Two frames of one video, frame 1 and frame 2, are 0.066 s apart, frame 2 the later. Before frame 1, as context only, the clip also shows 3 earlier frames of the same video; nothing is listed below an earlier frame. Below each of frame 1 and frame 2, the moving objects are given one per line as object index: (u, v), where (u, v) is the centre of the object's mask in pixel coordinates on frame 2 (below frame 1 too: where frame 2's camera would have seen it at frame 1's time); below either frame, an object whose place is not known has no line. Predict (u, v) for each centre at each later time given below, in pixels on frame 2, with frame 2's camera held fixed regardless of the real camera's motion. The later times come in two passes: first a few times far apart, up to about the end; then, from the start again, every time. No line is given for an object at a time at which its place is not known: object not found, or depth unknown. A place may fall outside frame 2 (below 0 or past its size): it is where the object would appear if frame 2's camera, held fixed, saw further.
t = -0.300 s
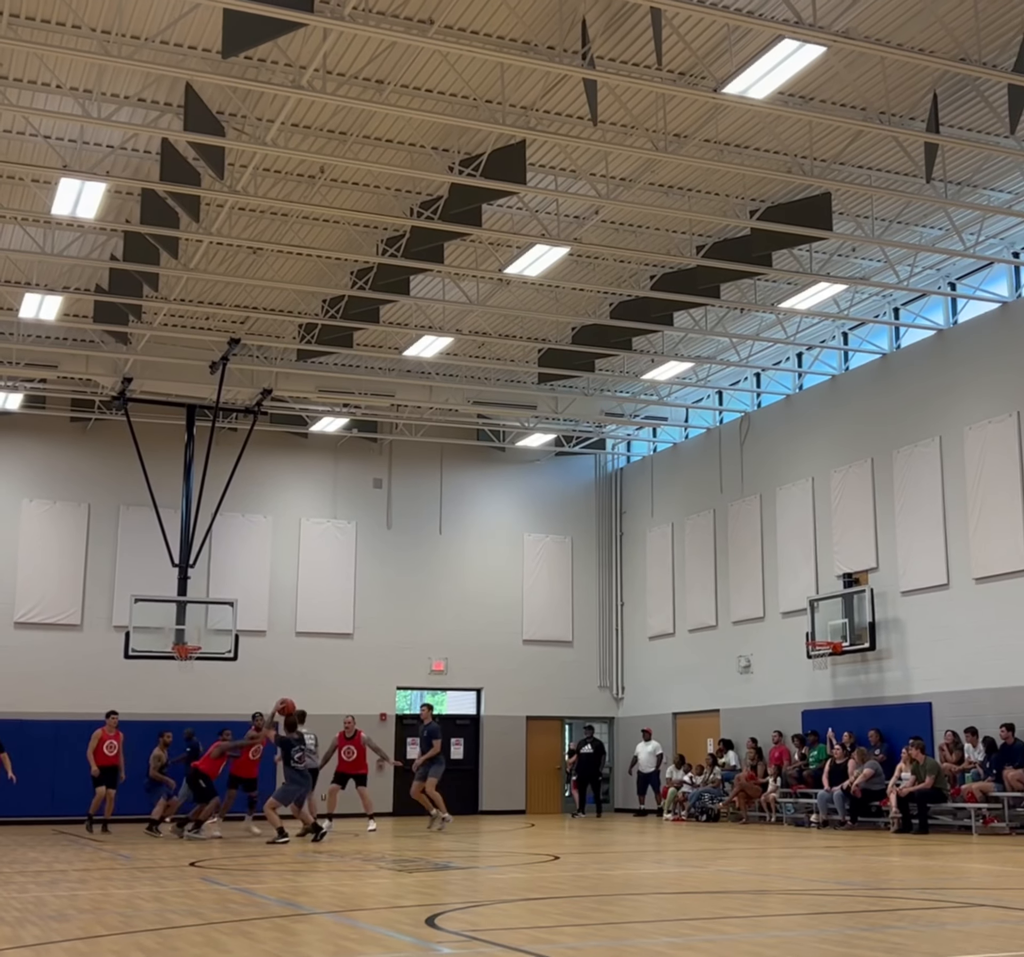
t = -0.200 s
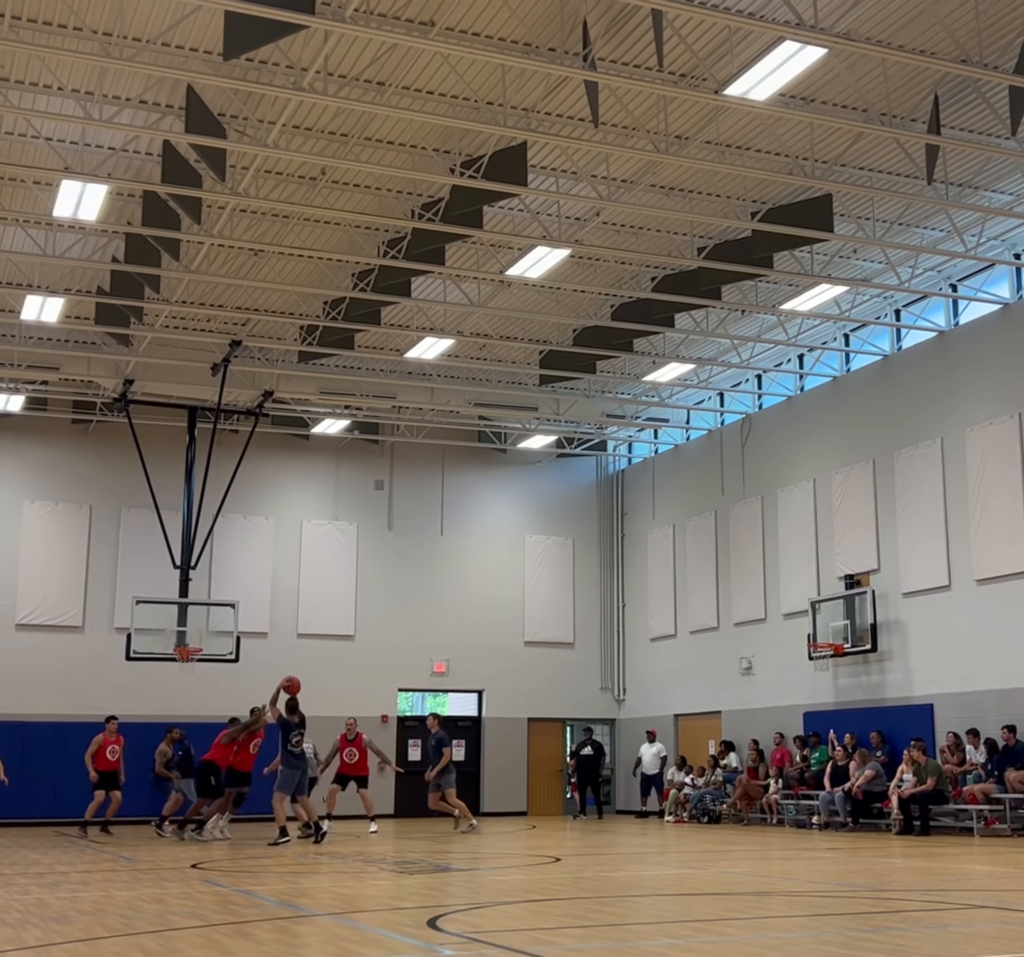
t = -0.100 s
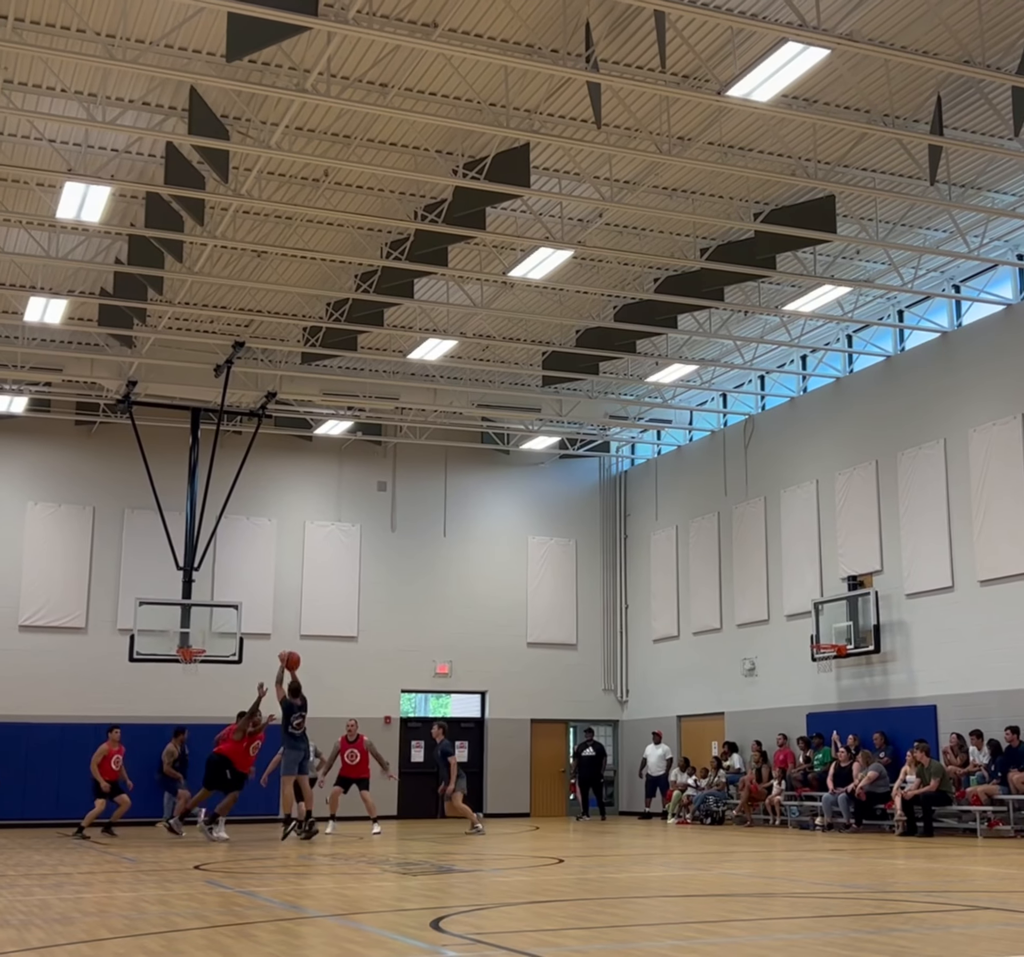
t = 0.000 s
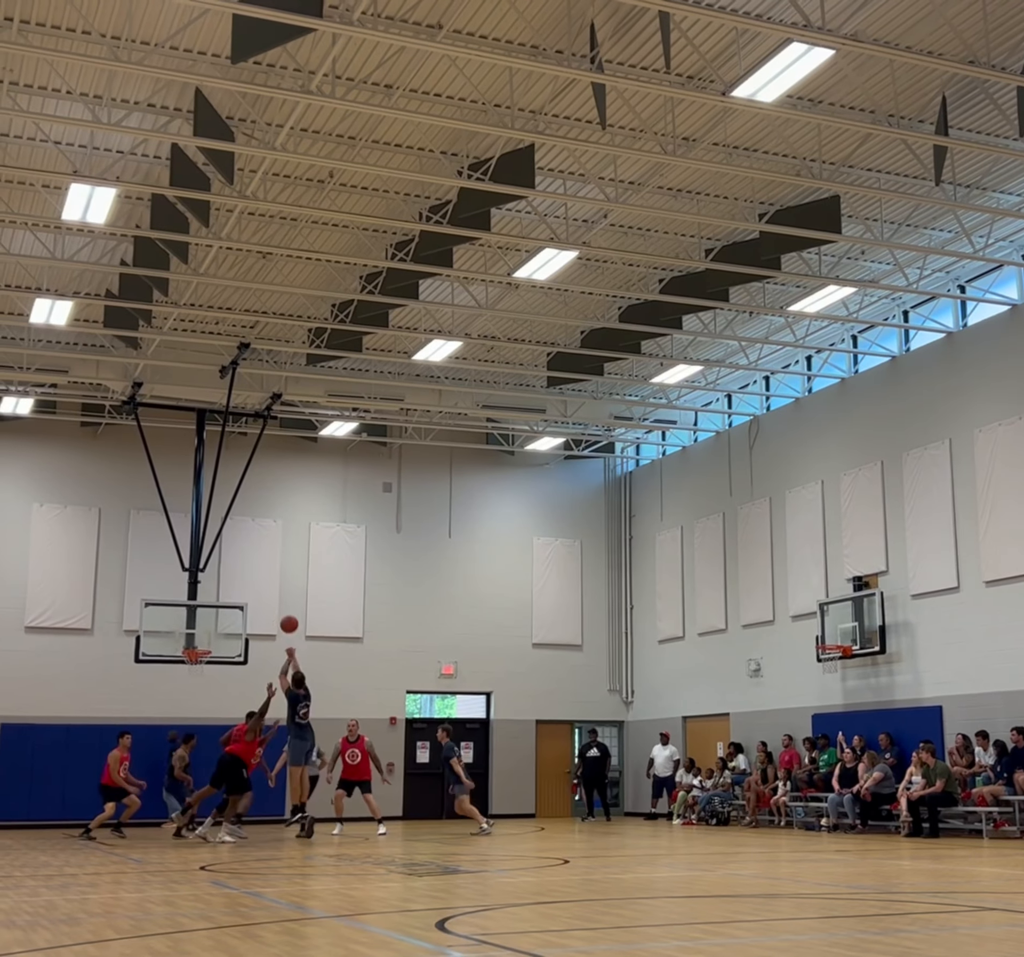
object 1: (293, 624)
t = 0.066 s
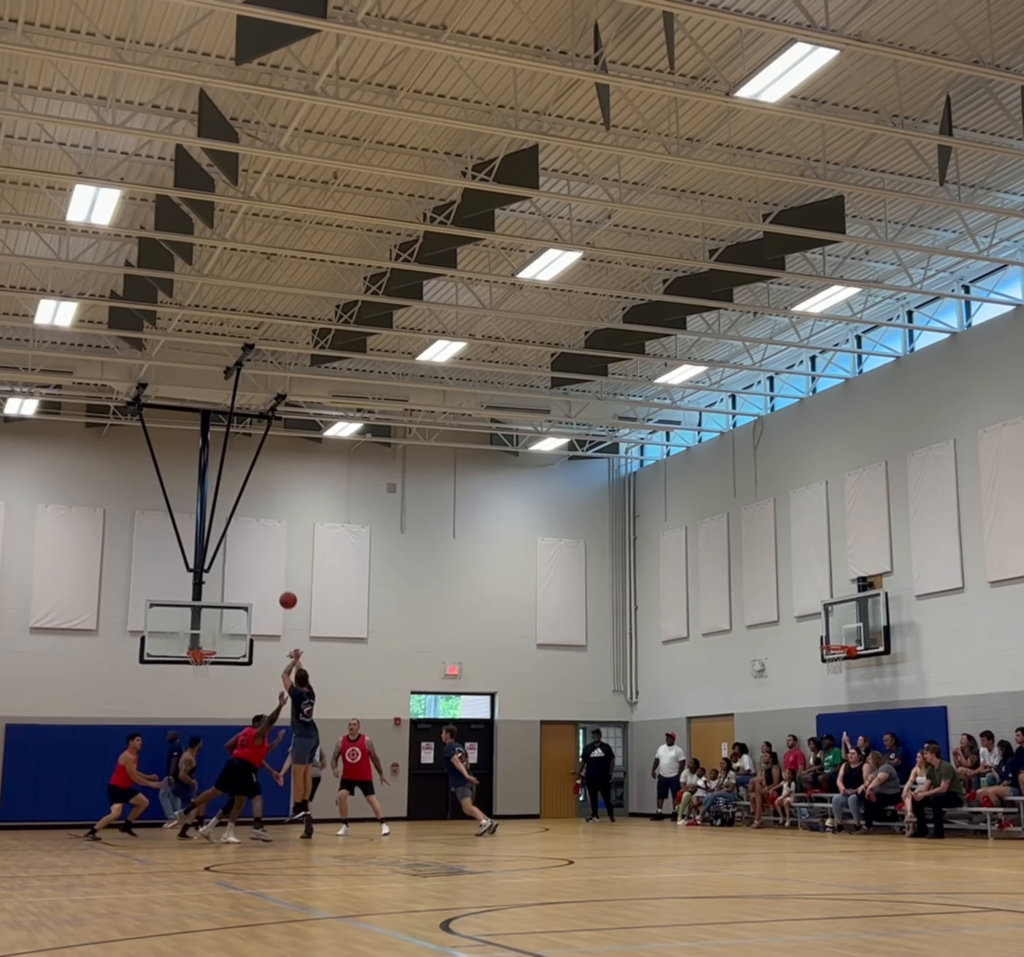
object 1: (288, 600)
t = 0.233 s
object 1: (275, 556)
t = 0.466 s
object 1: (258, 529)
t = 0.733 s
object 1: (239, 541)
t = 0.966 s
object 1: (223, 583)
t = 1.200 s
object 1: (206, 649)
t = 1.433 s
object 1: (198, 674)
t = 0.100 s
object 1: (285, 589)
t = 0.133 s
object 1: (283, 580)
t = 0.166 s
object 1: (280, 571)
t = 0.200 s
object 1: (277, 563)
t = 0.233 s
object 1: (275, 556)
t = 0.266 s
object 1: (272, 549)
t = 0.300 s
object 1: (270, 544)
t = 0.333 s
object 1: (267, 540)
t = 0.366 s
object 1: (265, 536)
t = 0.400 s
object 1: (263, 533)
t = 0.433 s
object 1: (260, 531)
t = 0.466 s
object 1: (258, 529)
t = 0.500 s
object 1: (256, 528)
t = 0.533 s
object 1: (254, 528)
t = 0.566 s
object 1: (251, 529)
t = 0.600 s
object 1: (249, 530)
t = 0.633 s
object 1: (246, 532)
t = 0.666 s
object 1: (244, 534)
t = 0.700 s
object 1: (242, 537)
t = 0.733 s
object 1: (239, 541)
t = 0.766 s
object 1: (237, 545)
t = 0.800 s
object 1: (235, 550)
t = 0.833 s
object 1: (233, 556)
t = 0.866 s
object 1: (230, 562)
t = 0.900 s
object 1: (228, 568)
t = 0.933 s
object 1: (225, 575)
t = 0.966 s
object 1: (223, 583)
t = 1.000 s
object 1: (220, 591)
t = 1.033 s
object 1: (218, 600)
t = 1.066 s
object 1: (215, 609)
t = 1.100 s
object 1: (213, 619)
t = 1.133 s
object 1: (210, 629)
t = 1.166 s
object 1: (208, 640)
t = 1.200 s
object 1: (206, 649)
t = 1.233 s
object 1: (204, 651)
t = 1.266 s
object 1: (203, 653)
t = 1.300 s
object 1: (202, 656)
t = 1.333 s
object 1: (202, 659)
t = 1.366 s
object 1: (200, 660)
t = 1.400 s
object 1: (200, 669)
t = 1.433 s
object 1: (198, 674)
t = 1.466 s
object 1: (197, 680)
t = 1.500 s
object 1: (196, 688)
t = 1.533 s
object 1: (195, 696)
